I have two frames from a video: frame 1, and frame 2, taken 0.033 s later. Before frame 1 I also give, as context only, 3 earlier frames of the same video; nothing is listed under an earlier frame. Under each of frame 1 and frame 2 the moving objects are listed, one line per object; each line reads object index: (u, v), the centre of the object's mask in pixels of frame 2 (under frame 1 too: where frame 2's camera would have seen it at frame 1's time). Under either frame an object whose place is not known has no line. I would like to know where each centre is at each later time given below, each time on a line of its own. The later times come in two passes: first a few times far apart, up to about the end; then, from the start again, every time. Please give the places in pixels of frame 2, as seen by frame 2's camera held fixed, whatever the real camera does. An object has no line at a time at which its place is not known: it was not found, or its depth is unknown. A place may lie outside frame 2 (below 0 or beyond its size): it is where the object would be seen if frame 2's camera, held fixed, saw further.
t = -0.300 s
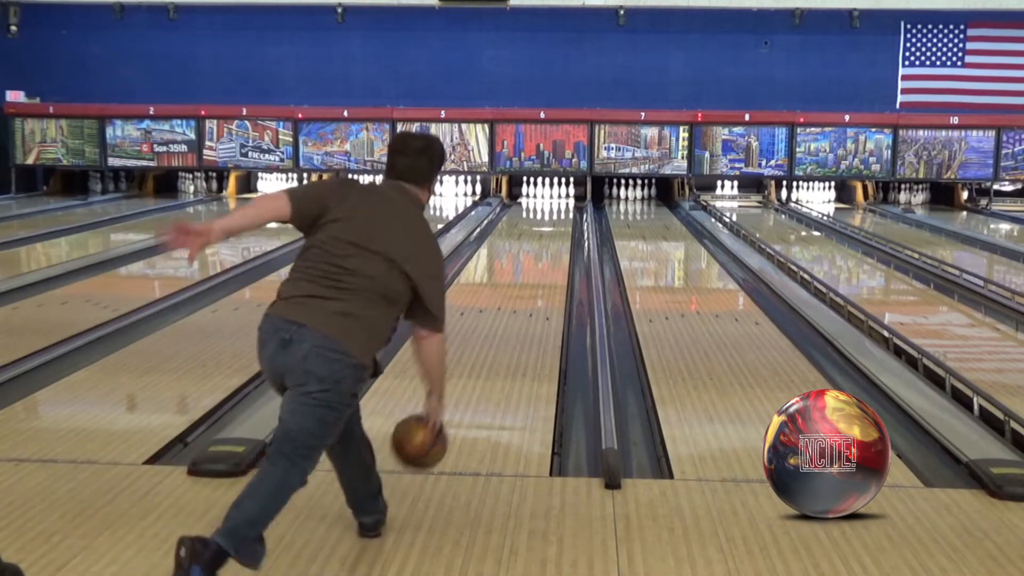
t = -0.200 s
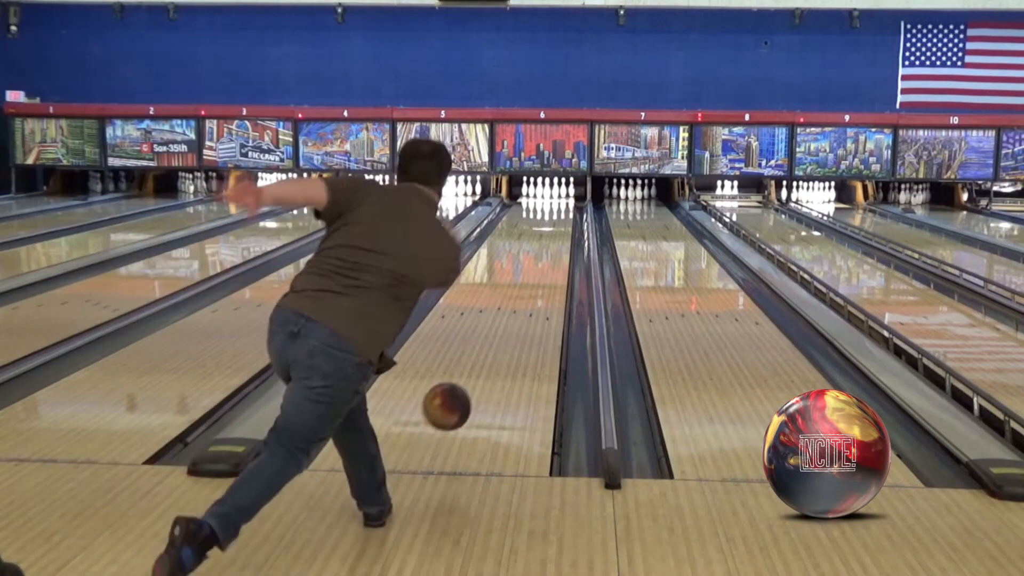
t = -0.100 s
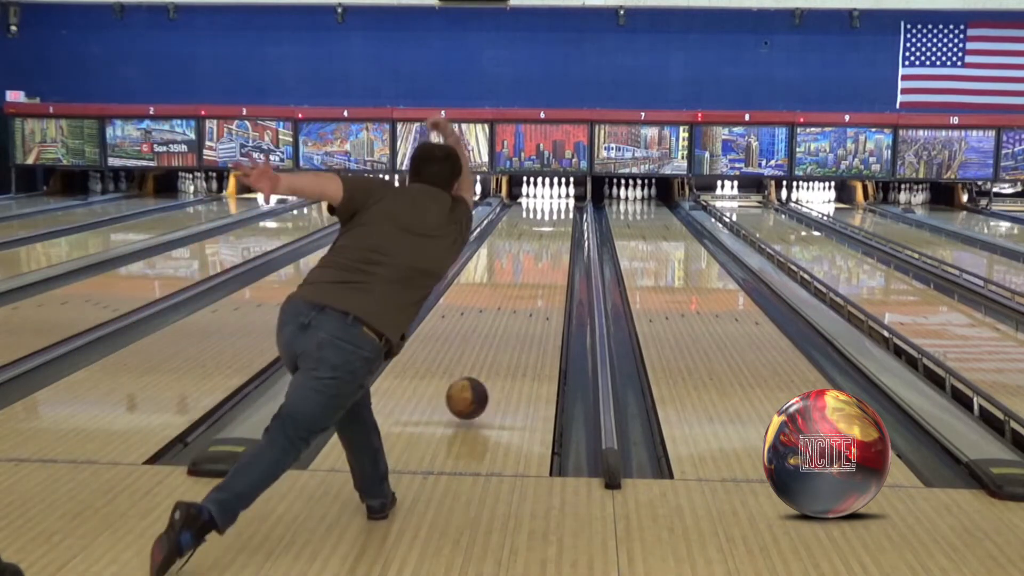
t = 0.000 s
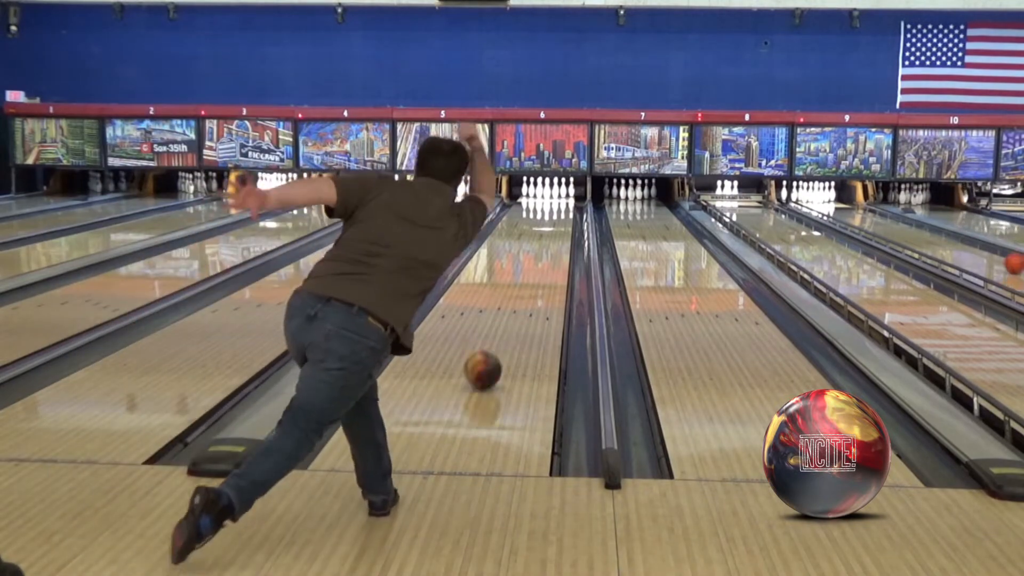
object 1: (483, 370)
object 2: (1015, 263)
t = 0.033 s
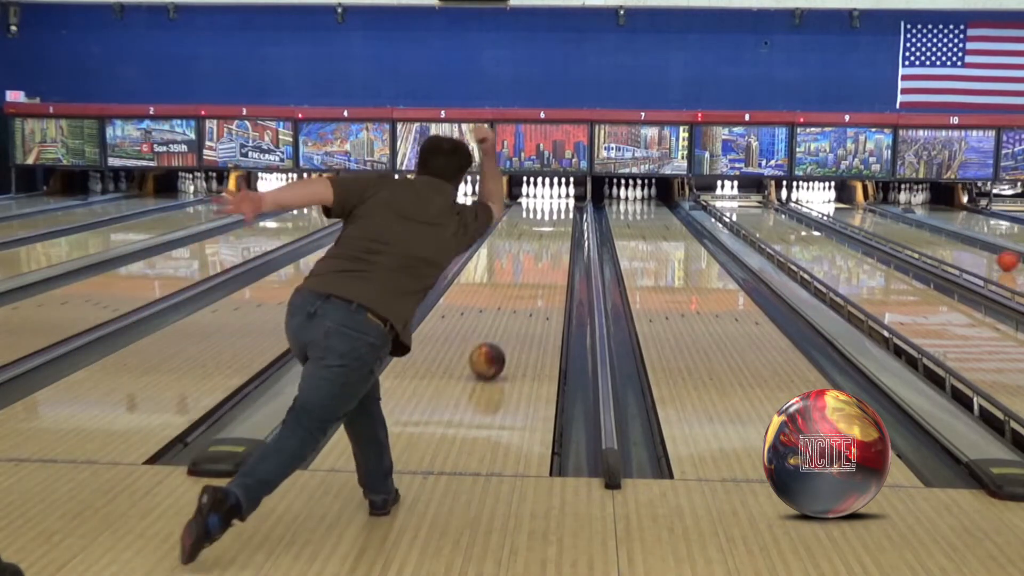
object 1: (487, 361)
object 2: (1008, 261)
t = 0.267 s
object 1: (511, 313)
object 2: (963, 245)
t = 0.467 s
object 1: (523, 293)
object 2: (931, 234)
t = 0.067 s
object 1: (491, 353)
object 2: (1001, 258)
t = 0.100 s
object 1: (495, 345)
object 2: (994, 256)
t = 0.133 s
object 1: (499, 337)
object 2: (987, 253)
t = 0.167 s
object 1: (502, 330)
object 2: (980, 251)
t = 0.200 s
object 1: (505, 324)
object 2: (974, 249)
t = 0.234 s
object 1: (508, 318)
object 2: (968, 247)
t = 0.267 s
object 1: (511, 313)
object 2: (963, 245)
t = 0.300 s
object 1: (514, 308)
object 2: (957, 243)
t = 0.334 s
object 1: (517, 303)
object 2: (951, 241)
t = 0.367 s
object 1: (519, 298)
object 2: (946, 239)
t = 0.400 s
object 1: (521, 294)
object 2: (941, 237)
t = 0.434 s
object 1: (523, 290)
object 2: (936, 236)
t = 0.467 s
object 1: (523, 293)
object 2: (931, 234)
